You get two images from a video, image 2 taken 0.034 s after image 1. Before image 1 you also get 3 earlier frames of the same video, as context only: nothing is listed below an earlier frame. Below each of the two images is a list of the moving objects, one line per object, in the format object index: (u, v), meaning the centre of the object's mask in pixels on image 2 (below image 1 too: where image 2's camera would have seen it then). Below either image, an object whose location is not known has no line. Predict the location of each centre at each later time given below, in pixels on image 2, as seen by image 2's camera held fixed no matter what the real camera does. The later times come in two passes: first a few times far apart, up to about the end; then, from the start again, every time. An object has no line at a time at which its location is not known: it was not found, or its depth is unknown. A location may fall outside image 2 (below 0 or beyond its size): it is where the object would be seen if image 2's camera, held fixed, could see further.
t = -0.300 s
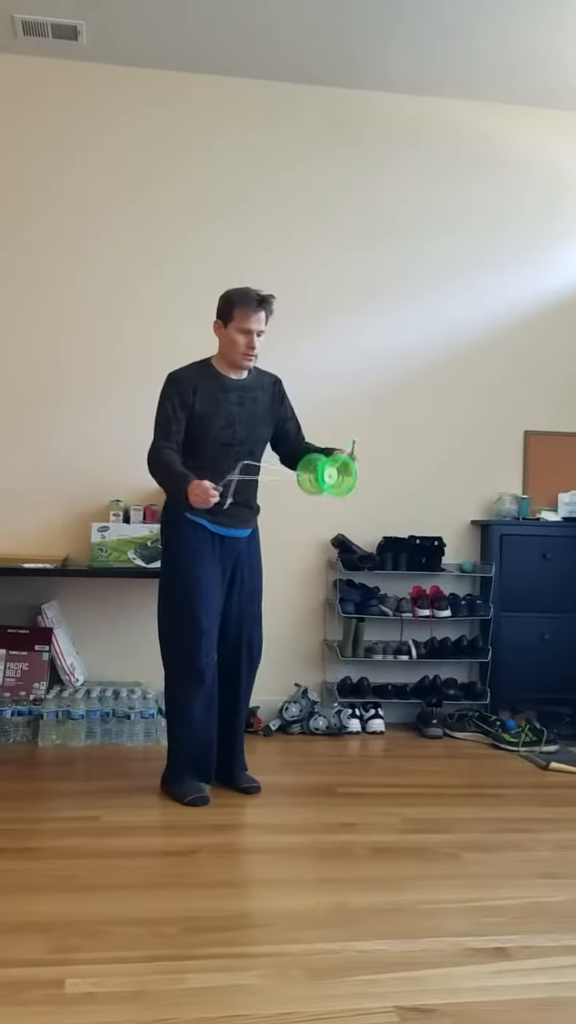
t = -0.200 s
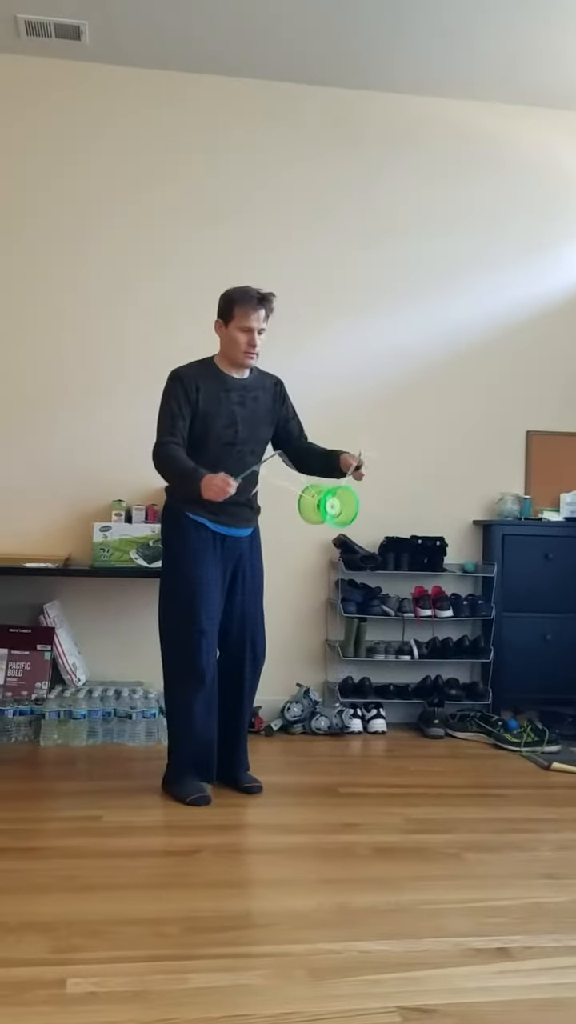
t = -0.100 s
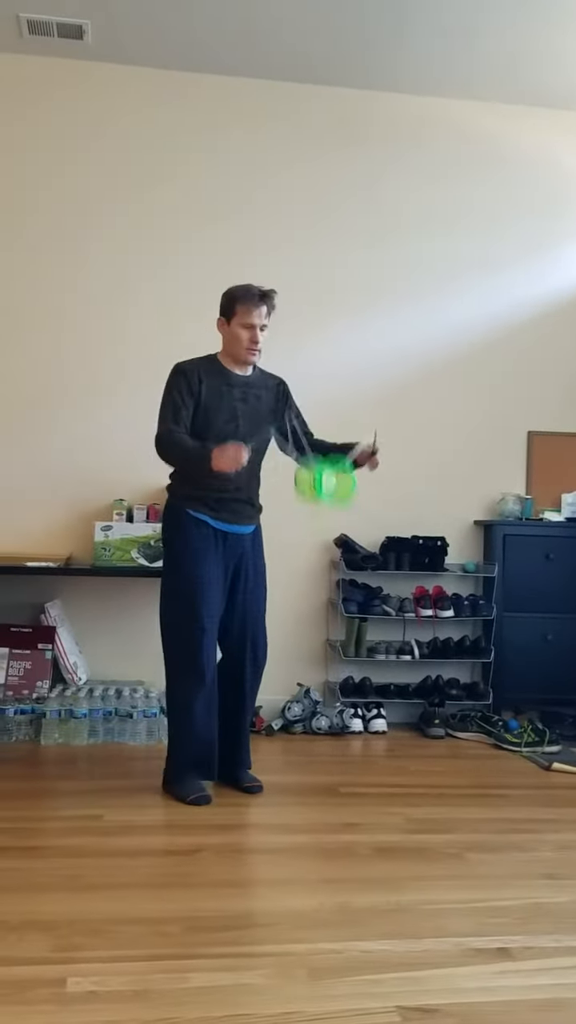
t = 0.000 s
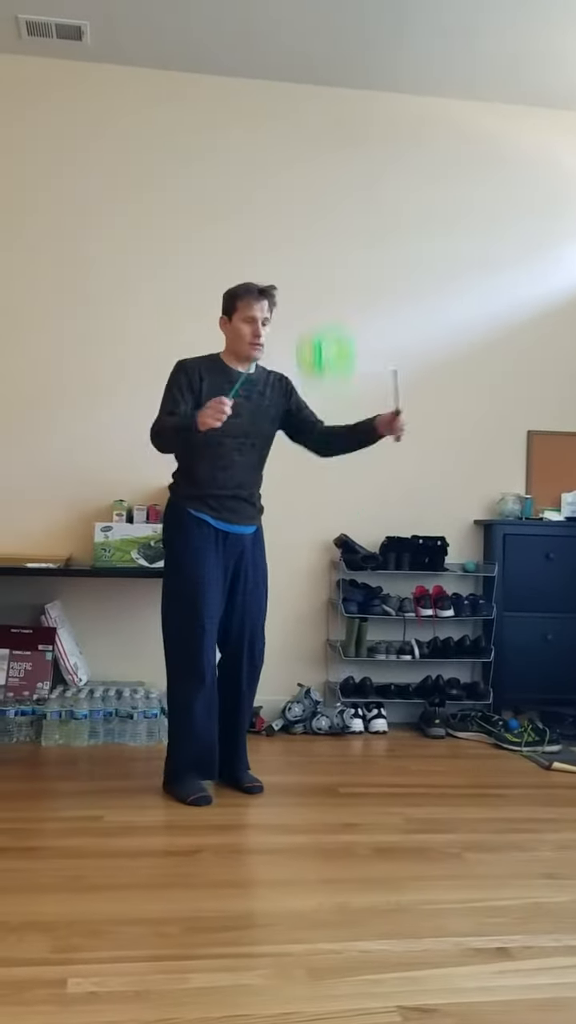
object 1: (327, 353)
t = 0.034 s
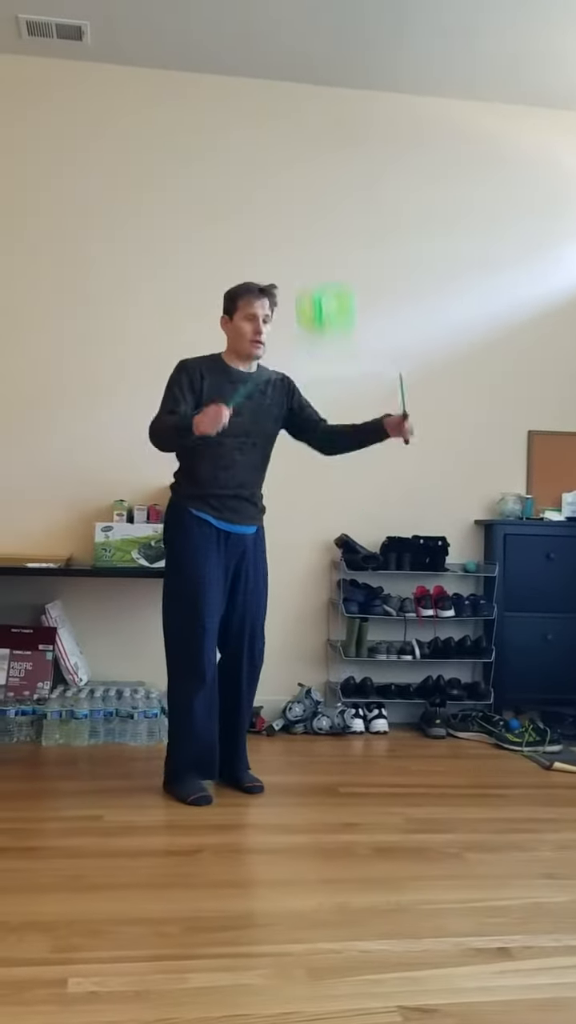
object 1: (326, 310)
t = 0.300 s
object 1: (315, 87)
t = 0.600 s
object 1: (297, 124)
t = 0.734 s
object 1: (286, 233)
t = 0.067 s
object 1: (325, 268)
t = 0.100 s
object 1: (324, 232)
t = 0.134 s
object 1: (323, 198)
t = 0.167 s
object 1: (322, 166)
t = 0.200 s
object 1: (321, 141)
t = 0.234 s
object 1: (319, 119)
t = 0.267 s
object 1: (317, 101)
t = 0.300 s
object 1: (315, 87)
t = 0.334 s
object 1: (314, 76)
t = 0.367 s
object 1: (313, 70)
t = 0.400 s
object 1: (311, 68)
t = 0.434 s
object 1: (309, 68)
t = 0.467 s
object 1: (307, 71)
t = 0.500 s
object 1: (304, 78)
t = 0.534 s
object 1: (302, 89)
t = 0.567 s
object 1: (300, 106)
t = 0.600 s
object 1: (297, 124)
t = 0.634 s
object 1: (295, 145)
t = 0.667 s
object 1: (292, 172)
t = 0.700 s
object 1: (290, 201)
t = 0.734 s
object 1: (286, 233)
